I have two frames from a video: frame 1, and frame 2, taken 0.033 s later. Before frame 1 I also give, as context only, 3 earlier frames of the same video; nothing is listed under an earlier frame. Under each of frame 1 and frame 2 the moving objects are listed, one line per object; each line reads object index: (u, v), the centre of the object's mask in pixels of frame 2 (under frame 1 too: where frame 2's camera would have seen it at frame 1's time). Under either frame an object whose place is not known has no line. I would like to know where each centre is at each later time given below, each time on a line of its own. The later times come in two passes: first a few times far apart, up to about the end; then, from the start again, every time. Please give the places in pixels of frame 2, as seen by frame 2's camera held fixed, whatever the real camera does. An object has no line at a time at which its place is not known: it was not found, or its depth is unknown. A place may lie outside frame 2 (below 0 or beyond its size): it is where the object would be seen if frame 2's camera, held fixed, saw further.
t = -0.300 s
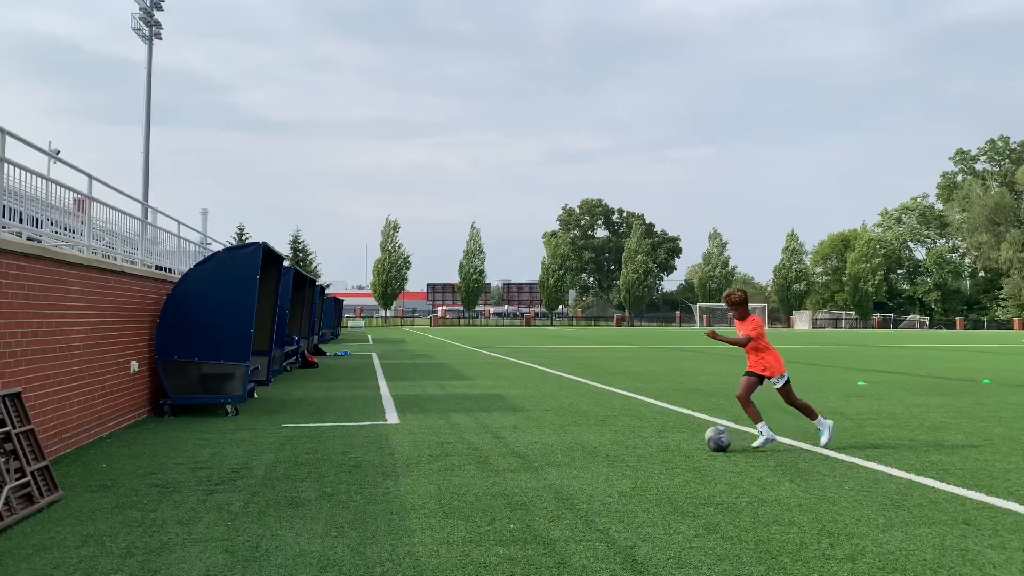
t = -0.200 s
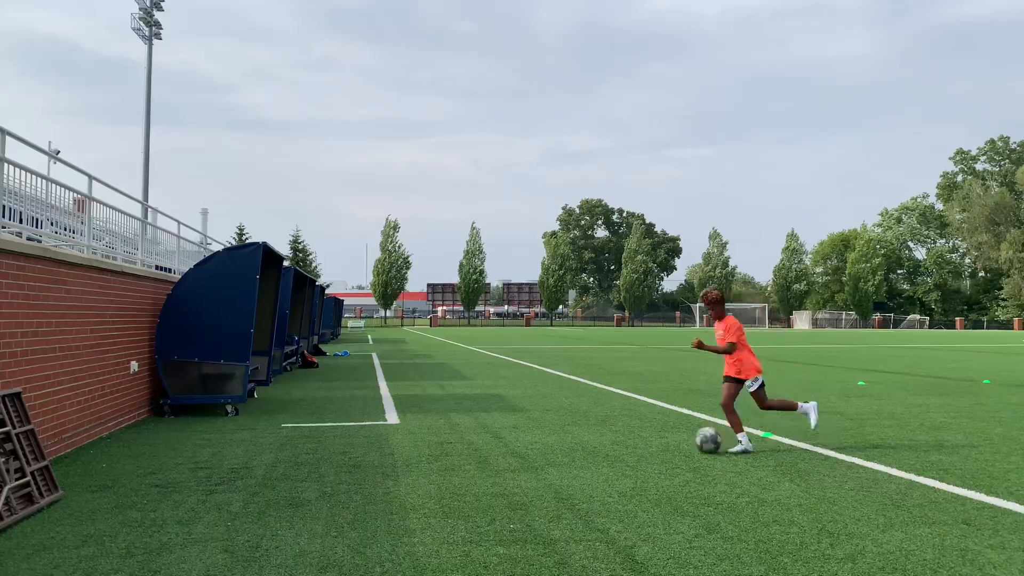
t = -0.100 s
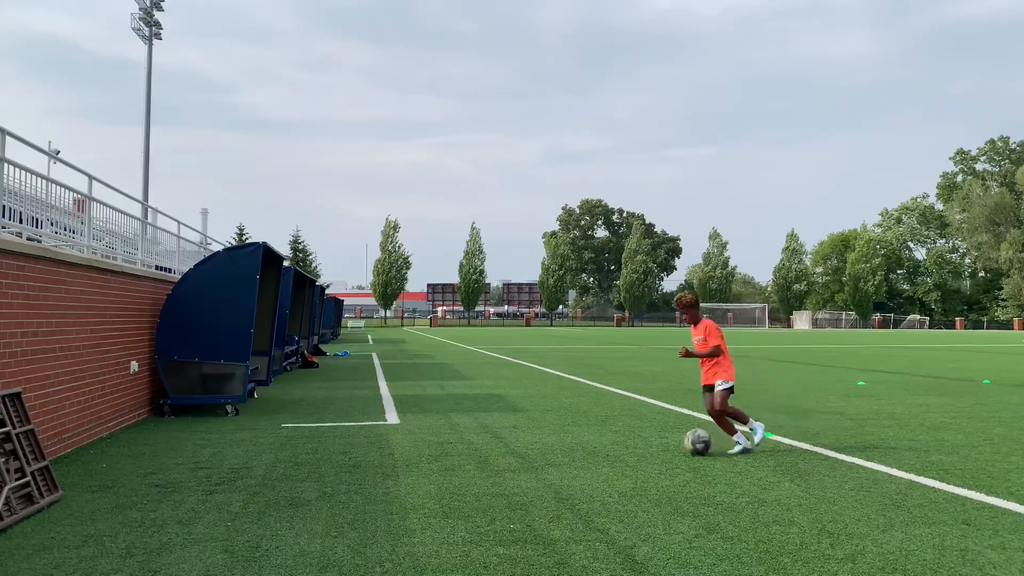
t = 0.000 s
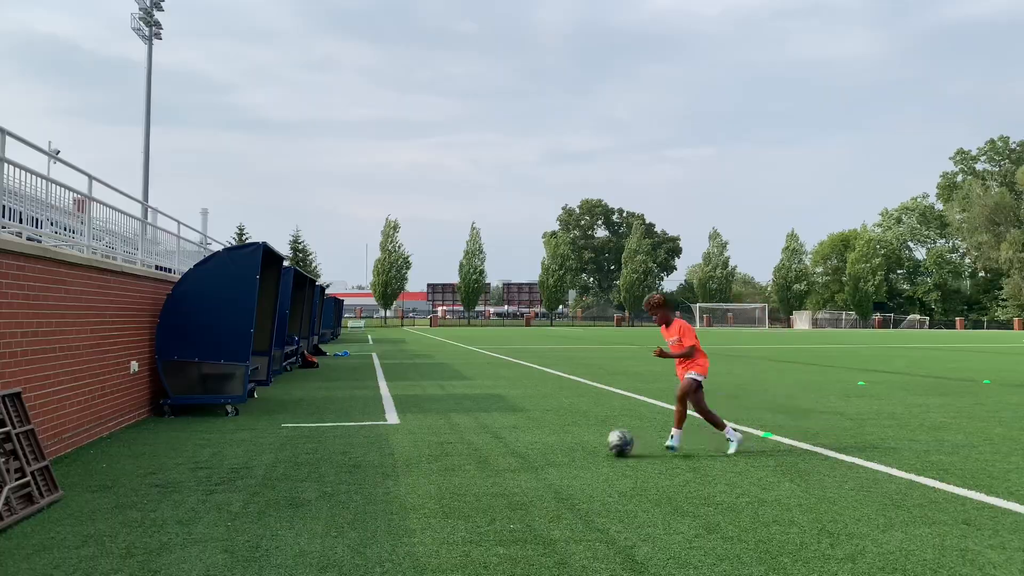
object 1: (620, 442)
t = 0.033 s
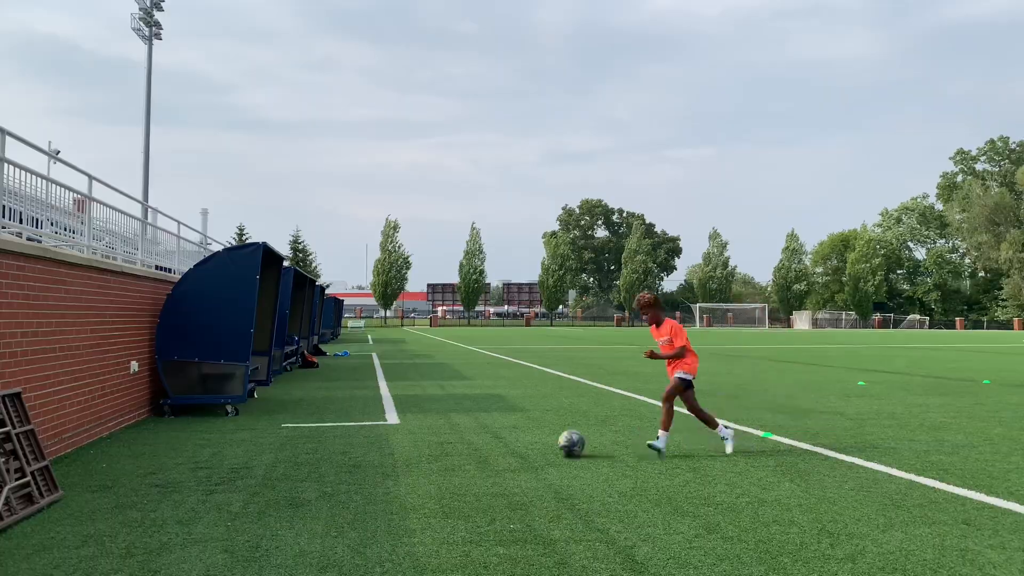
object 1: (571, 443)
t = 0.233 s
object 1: (294, 449)
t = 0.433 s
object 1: (61, 451)
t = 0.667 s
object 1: (274, 444)
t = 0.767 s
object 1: (350, 445)
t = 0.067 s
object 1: (524, 444)
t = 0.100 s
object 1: (477, 445)
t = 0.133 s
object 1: (430, 446)
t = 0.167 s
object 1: (385, 445)
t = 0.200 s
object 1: (339, 446)
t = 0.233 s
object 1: (294, 449)
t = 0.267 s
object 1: (250, 449)
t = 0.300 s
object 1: (206, 450)
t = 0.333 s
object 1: (163, 451)
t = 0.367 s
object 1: (121, 452)
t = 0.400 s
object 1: (79, 452)
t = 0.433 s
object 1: (61, 451)
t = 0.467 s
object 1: (95, 449)
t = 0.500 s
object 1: (127, 447)
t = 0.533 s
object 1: (159, 447)
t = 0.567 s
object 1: (191, 448)
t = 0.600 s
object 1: (221, 449)
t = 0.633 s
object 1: (248, 446)
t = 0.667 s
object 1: (274, 444)
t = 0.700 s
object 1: (301, 444)
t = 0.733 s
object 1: (327, 446)
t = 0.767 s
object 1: (350, 445)
